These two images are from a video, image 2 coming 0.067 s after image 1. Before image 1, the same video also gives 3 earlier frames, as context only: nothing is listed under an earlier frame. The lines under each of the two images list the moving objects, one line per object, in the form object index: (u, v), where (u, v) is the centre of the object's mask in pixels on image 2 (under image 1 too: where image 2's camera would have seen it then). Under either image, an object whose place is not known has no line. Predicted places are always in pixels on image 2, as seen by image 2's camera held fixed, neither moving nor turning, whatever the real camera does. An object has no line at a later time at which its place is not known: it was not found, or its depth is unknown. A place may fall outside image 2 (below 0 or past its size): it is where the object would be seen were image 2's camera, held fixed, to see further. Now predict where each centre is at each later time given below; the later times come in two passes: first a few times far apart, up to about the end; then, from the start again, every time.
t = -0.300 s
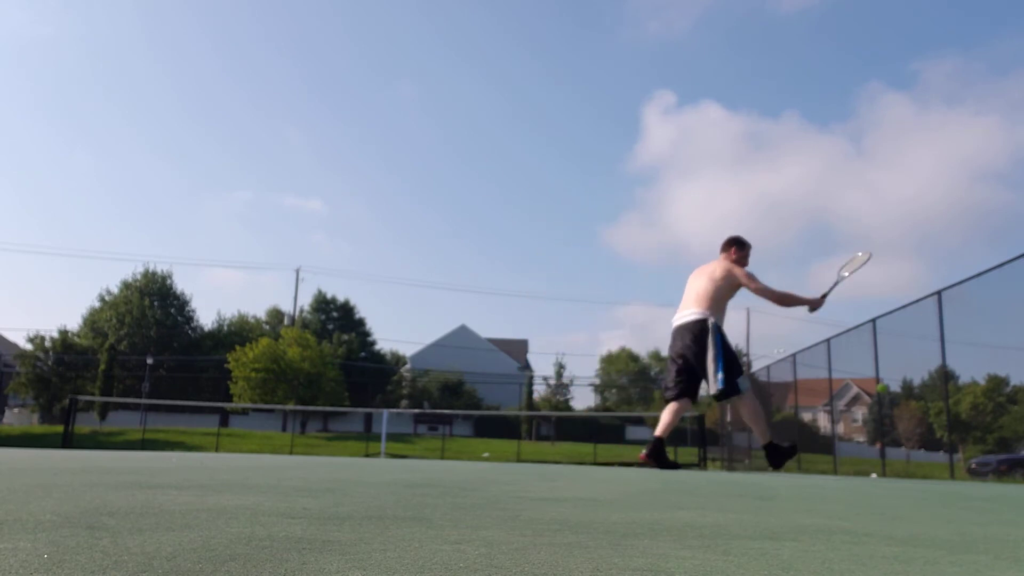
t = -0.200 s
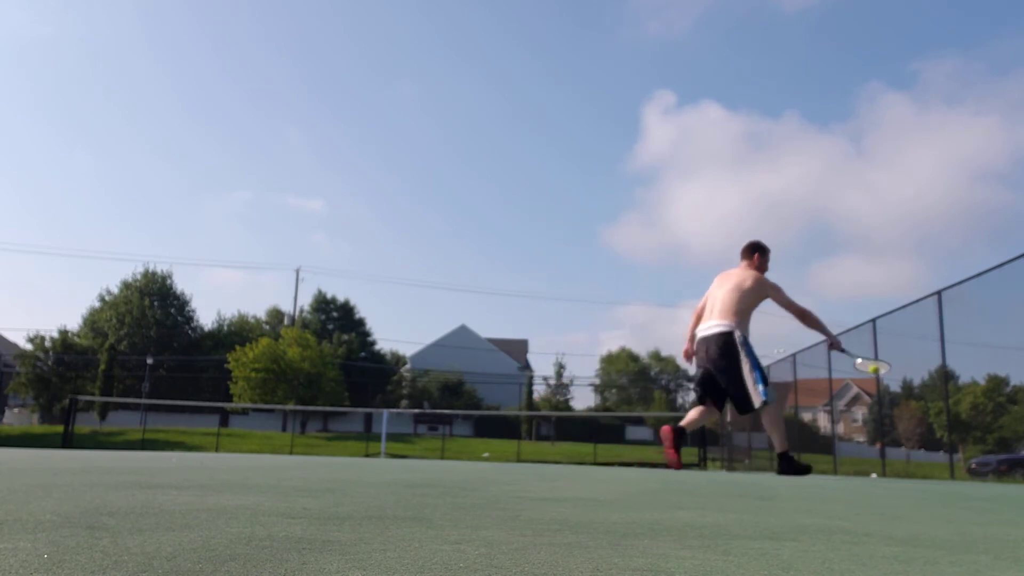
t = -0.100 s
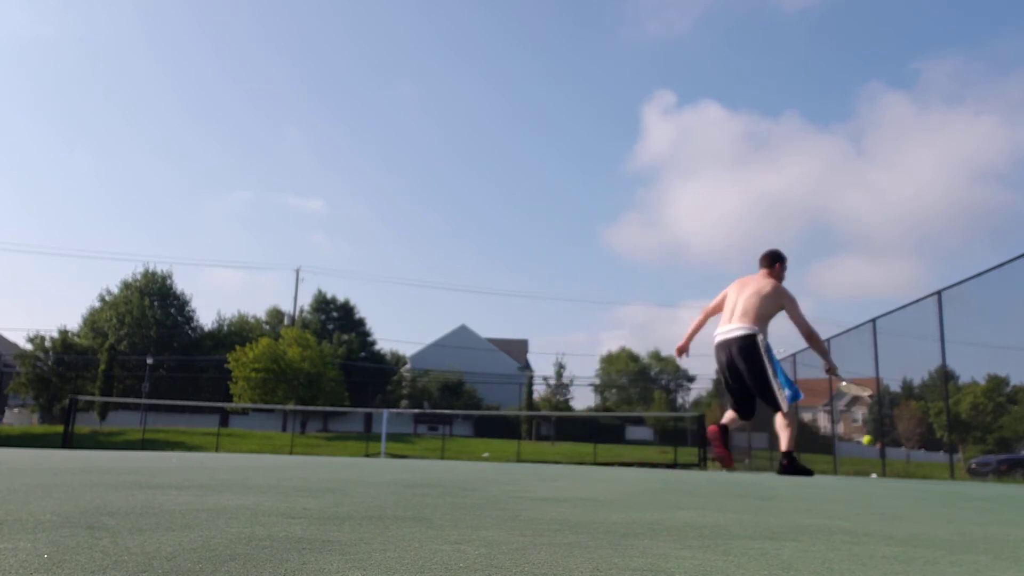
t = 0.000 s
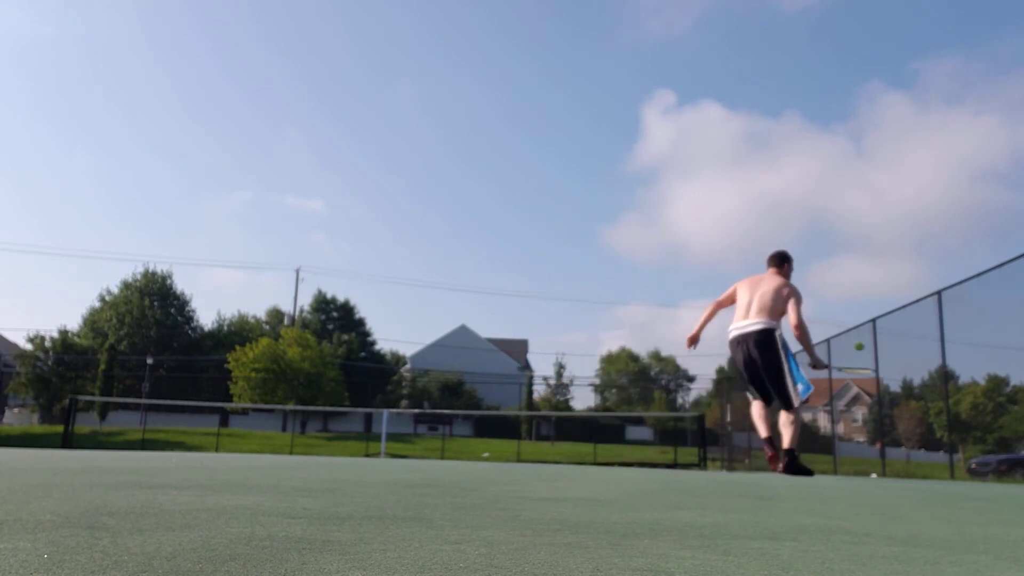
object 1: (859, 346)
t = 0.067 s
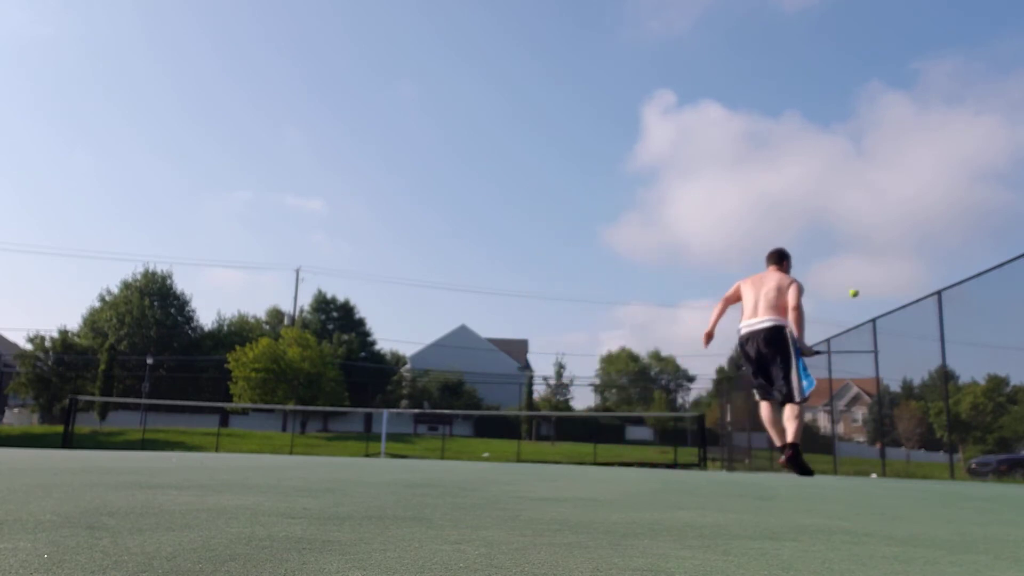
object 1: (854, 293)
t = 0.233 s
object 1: (843, 188)
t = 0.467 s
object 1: (832, 103)
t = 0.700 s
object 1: (823, 87)
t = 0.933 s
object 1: (817, 141)
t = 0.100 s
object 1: (851, 269)
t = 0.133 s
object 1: (849, 246)
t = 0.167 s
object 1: (847, 226)
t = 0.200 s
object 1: (845, 206)
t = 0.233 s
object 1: (843, 188)
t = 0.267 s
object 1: (841, 172)
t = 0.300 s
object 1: (840, 157)
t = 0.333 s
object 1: (838, 144)
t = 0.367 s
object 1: (836, 131)
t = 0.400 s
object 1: (834, 121)
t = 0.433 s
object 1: (833, 111)
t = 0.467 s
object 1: (832, 103)
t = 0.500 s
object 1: (830, 97)
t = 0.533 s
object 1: (829, 92)
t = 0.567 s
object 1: (827, 88)
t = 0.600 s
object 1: (826, 86)
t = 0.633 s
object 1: (825, 85)
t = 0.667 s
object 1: (824, 85)
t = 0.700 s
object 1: (823, 87)
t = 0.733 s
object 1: (822, 90)
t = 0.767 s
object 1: (821, 95)
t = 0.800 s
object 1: (820, 101)
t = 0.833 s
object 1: (819, 109)
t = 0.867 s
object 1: (818, 118)
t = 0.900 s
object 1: (817, 128)
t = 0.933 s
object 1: (817, 141)
